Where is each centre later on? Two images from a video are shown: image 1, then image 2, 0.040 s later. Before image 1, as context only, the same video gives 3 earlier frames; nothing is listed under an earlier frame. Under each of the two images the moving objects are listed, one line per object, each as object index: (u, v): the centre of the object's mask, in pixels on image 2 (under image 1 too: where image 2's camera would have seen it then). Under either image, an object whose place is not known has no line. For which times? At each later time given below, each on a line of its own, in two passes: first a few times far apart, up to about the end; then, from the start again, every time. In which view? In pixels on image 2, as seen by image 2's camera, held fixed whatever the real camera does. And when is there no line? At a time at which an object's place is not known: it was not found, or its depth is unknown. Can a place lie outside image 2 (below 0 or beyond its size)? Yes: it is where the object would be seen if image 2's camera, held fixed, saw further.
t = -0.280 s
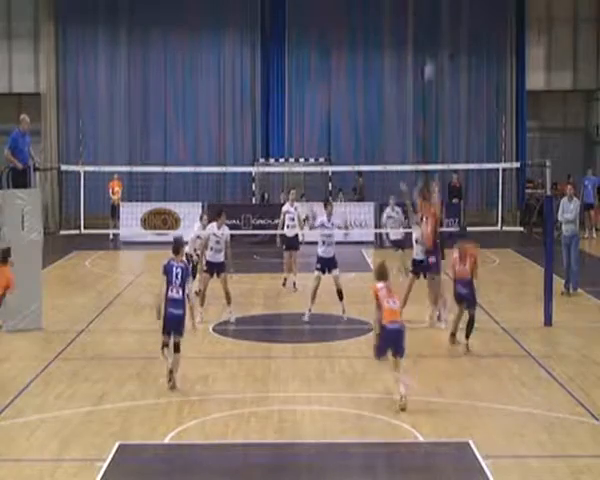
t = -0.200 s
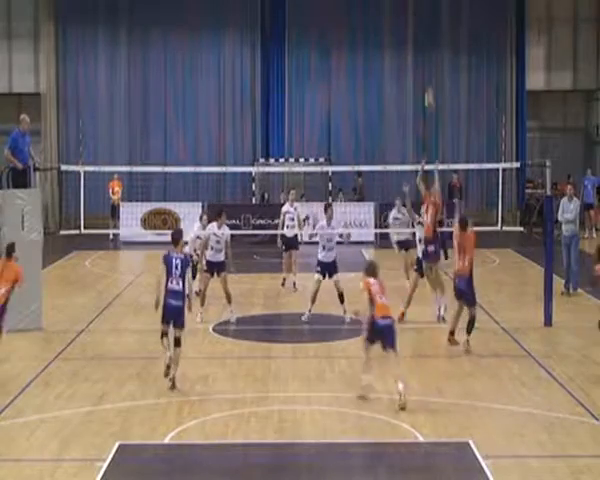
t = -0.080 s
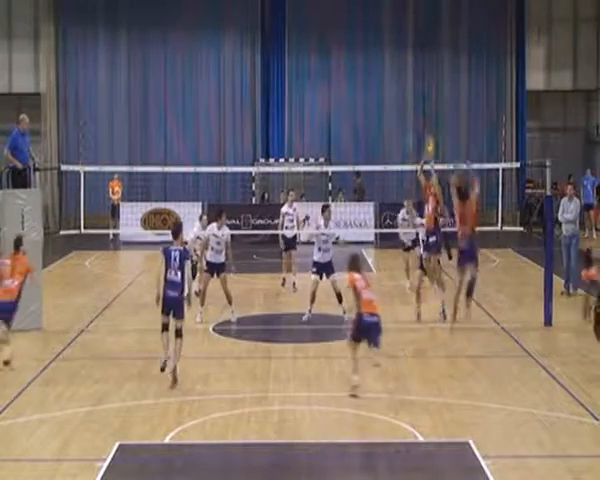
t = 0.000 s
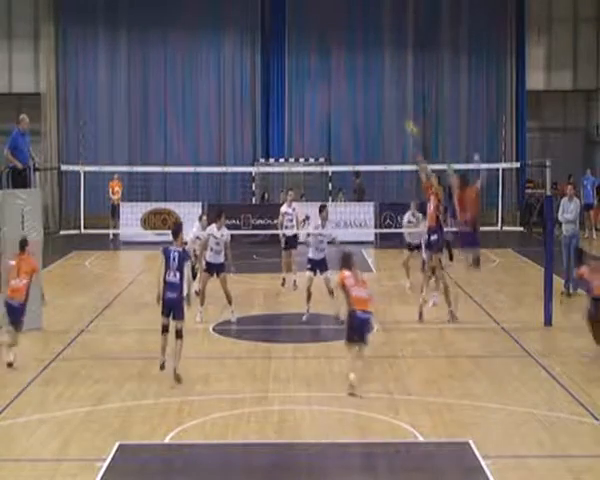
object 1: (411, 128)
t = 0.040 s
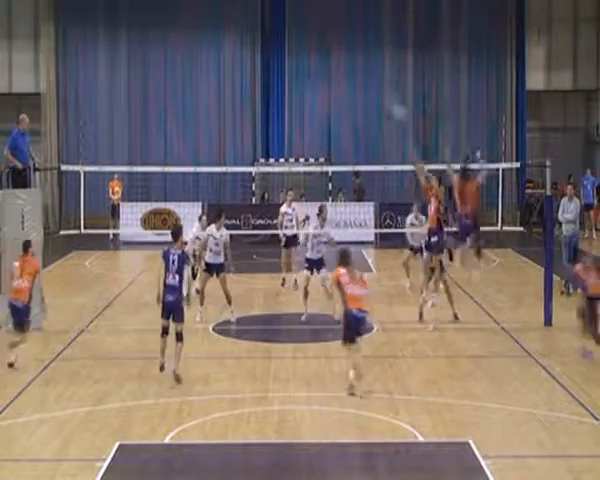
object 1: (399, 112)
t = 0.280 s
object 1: (321, 44)
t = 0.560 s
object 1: (238, 16)
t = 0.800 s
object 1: (168, 33)
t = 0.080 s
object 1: (386, 97)
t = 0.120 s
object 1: (374, 84)
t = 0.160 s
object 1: (360, 72)
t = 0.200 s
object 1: (346, 61)
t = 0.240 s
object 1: (334, 52)
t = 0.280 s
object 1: (321, 44)
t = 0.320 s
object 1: (310, 36)
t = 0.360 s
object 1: (298, 30)
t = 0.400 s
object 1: (286, 25)
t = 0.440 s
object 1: (273, 21)
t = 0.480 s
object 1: (262, 19)
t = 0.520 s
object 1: (250, 18)
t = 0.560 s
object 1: (238, 16)
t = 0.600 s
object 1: (227, 16)
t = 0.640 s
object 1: (215, 18)
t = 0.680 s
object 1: (203, 18)
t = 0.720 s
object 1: (194, 22)
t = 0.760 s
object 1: (180, 25)
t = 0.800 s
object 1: (168, 33)
